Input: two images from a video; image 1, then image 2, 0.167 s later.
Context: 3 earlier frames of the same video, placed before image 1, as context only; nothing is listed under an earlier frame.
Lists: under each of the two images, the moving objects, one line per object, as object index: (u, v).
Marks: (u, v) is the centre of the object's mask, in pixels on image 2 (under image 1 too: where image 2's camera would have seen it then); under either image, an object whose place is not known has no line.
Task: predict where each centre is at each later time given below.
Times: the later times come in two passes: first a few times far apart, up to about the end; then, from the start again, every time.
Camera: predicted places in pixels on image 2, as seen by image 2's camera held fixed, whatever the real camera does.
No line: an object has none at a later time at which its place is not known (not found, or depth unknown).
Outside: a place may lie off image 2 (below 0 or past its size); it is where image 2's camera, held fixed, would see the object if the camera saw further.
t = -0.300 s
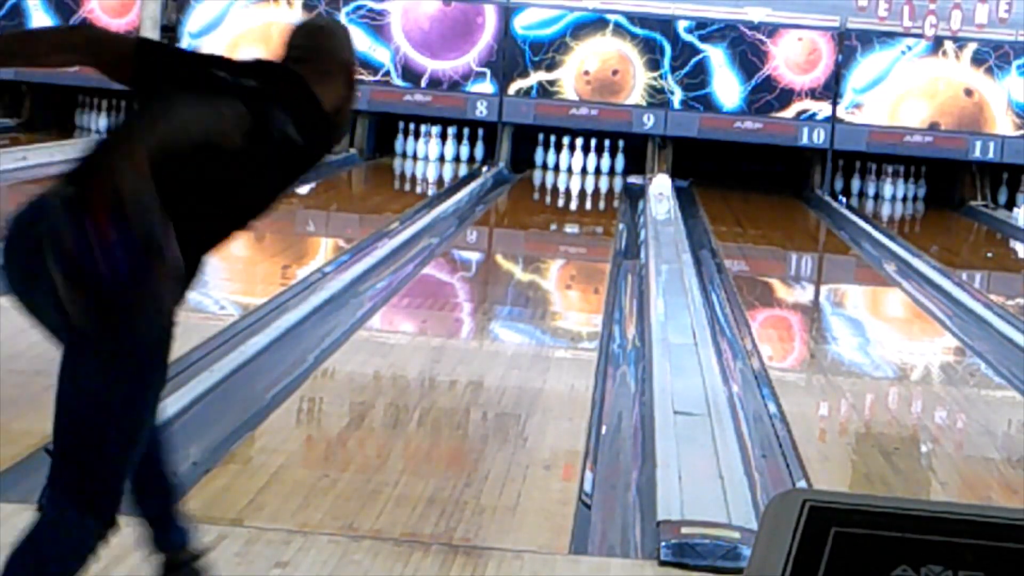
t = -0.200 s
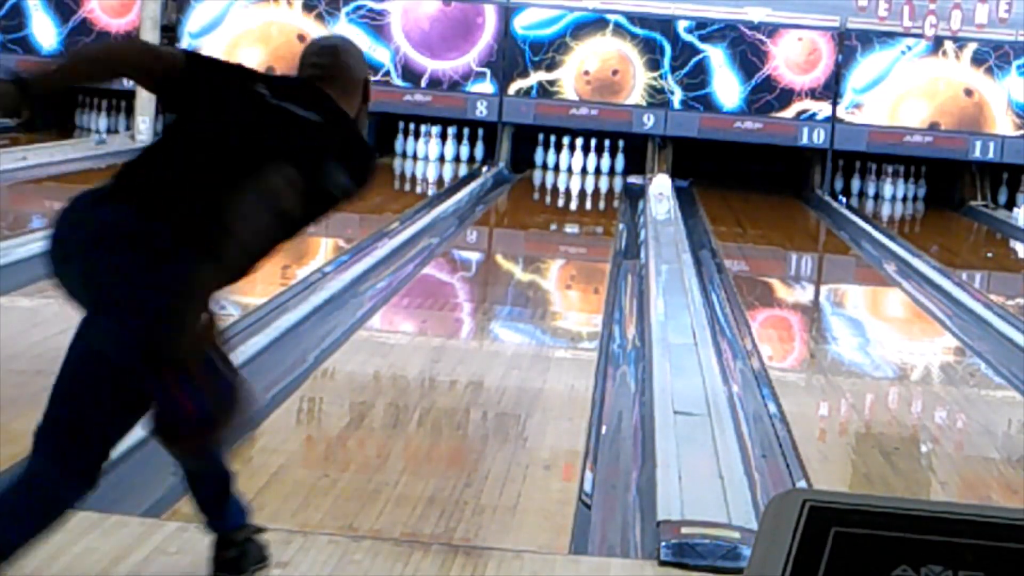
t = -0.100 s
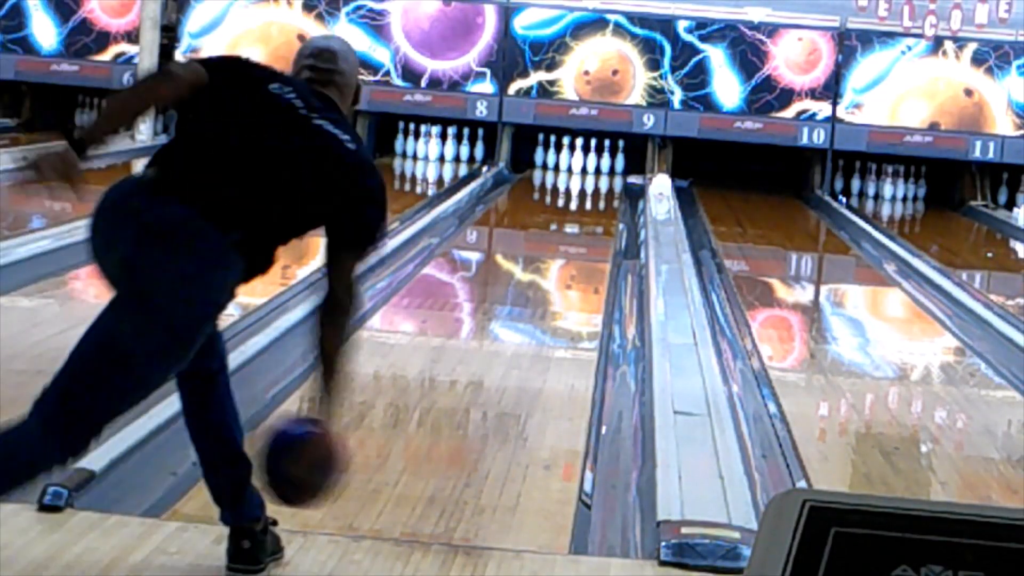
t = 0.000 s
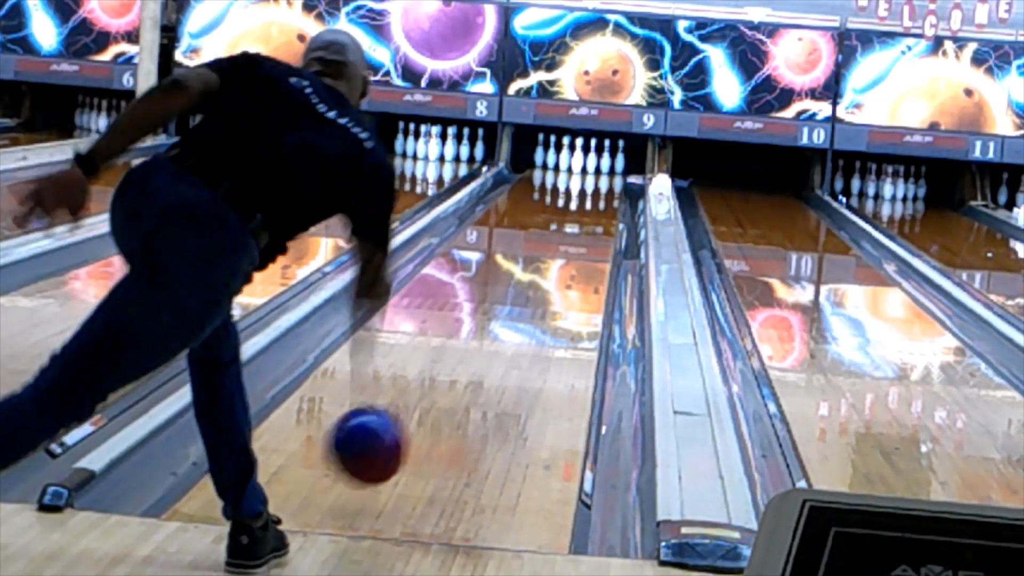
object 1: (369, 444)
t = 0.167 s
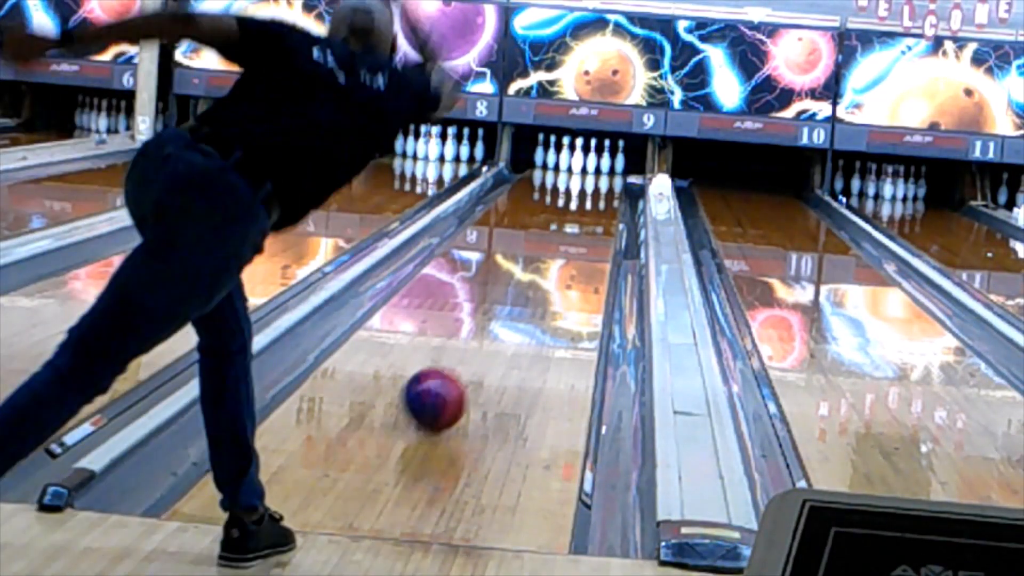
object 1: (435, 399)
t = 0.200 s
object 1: (444, 390)
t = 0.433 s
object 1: (498, 324)
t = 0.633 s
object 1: (529, 288)
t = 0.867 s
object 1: (553, 255)
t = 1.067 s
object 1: (568, 234)
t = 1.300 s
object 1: (581, 216)
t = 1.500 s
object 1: (588, 203)
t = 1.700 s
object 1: (592, 193)
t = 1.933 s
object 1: (593, 181)
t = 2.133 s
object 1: (591, 173)
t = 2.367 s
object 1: (586, 165)
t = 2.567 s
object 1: (590, 163)
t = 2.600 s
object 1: (590, 162)
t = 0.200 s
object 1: (444, 390)
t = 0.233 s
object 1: (453, 379)
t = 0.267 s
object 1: (462, 369)
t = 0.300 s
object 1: (470, 359)
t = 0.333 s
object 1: (479, 349)
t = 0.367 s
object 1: (485, 340)
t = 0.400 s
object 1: (492, 332)
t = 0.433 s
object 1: (498, 324)
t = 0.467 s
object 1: (504, 317)
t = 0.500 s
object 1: (509, 310)
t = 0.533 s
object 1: (515, 304)
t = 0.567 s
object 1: (520, 299)
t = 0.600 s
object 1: (525, 294)
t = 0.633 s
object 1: (529, 288)
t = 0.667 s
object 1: (532, 283)
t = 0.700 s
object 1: (536, 278)
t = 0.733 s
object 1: (540, 273)
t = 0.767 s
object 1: (543, 268)
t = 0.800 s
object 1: (547, 264)
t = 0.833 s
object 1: (550, 260)
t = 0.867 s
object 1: (553, 255)
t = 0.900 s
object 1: (556, 252)
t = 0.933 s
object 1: (559, 248)
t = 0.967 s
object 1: (561, 245)
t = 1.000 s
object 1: (564, 241)
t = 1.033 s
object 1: (566, 238)
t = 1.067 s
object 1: (568, 234)
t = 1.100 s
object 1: (570, 232)
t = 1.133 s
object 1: (572, 229)
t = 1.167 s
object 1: (574, 227)
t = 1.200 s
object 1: (576, 224)
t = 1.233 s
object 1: (577, 221)
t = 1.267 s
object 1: (579, 219)
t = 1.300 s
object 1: (581, 216)
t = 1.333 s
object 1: (583, 213)
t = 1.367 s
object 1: (583, 212)
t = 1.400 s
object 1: (585, 209)
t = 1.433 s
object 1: (586, 207)
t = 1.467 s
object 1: (587, 205)
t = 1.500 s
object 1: (588, 203)
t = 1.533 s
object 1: (589, 201)
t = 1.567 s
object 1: (590, 199)
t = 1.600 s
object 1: (590, 197)
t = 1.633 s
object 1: (591, 196)
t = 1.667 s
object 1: (592, 194)
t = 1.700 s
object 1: (592, 193)
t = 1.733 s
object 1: (592, 191)
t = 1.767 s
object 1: (593, 189)
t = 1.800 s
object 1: (593, 187)
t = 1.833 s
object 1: (593, 187)
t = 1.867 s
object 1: (593, 185)
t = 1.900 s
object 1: (593, 183)
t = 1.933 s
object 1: (593, 181)
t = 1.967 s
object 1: (592, 180)
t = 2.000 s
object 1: (592, 178)
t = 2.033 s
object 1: (592, 177)
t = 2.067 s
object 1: (591, 175)
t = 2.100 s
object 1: (591, 174)
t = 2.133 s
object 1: (591, 173)
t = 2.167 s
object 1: (590, 172)
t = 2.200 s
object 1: (589, 170)
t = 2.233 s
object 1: (588, 169)
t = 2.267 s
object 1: (588, 168)
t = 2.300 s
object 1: (586, 167)
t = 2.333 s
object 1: (585, 166)
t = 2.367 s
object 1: (586, 165)
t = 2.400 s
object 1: (586, 164)
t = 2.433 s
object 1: (585, 164)
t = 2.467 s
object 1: (586, 164)
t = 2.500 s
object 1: (588, 163)
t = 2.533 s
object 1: (589, 162)
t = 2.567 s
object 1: (590, 163)
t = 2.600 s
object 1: (590, 162)
